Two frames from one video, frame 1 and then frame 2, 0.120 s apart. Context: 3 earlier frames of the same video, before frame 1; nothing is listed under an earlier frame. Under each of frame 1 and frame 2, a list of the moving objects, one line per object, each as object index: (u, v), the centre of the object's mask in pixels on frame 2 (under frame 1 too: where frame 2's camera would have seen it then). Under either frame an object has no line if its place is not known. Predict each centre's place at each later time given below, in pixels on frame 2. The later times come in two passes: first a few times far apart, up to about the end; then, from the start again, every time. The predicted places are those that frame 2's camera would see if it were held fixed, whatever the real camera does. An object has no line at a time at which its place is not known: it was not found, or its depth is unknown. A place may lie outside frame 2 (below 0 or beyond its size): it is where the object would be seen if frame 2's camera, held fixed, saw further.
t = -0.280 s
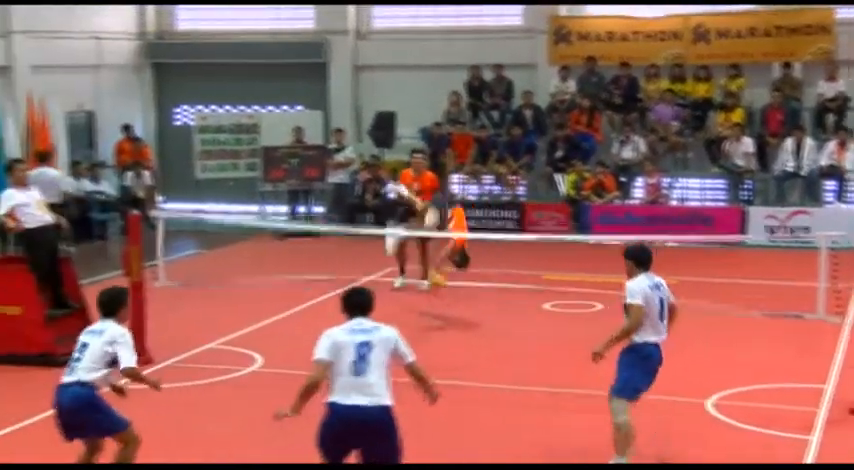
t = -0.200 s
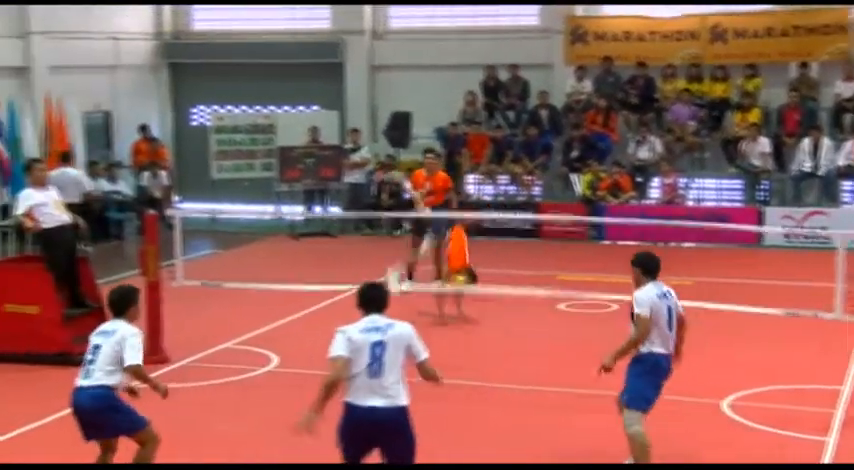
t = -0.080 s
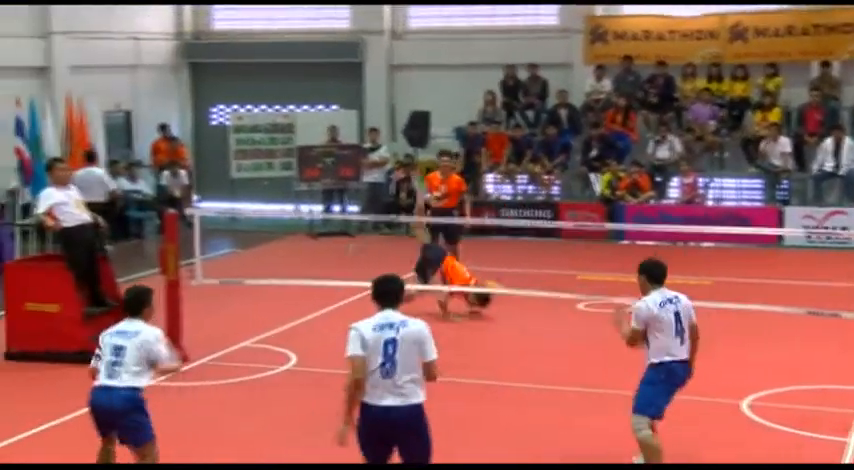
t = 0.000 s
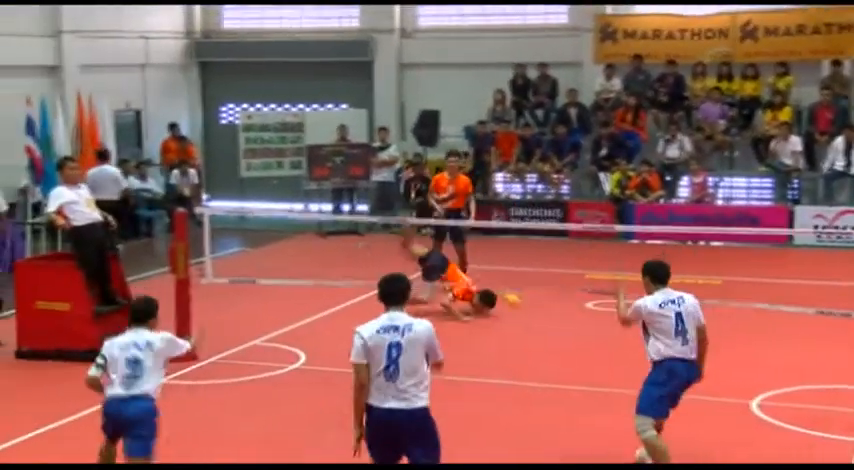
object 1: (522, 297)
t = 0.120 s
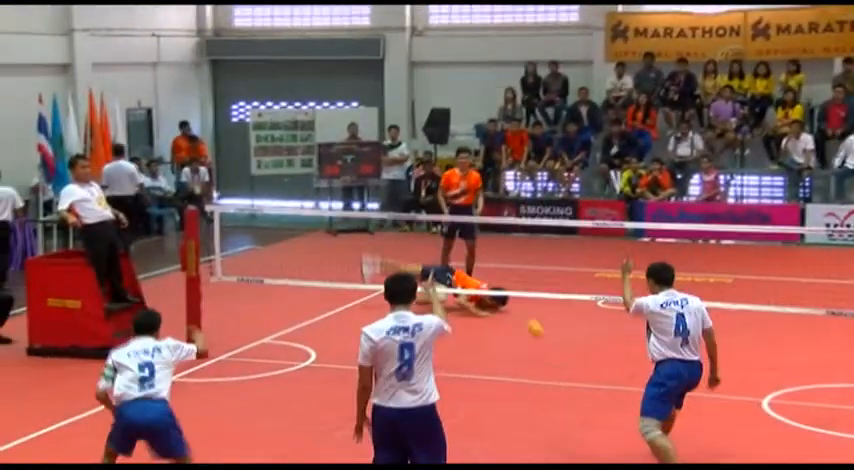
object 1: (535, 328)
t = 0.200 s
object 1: (543, 345)
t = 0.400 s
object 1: (552, 289)
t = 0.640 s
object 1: (564, 278)
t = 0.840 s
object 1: (573, 305)
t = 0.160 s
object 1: (539, 340)
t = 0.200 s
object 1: (543, 345)
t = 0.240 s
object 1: (545, 330)
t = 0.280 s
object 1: (546, 318)
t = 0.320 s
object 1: (549, 309)
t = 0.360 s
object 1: (552, 301)
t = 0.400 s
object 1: (552, 289)
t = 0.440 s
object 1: (555, 286)
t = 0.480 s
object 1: (556, 281)
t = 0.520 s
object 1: (558, 278)
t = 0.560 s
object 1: (560, 277)
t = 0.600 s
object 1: (561, 277)
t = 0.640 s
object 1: (564, 278)
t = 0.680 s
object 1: (566, 281)
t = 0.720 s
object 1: (567, 285)
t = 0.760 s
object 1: (569, 290)
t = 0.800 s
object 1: (571, 295)
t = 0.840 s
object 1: (573, 305)
